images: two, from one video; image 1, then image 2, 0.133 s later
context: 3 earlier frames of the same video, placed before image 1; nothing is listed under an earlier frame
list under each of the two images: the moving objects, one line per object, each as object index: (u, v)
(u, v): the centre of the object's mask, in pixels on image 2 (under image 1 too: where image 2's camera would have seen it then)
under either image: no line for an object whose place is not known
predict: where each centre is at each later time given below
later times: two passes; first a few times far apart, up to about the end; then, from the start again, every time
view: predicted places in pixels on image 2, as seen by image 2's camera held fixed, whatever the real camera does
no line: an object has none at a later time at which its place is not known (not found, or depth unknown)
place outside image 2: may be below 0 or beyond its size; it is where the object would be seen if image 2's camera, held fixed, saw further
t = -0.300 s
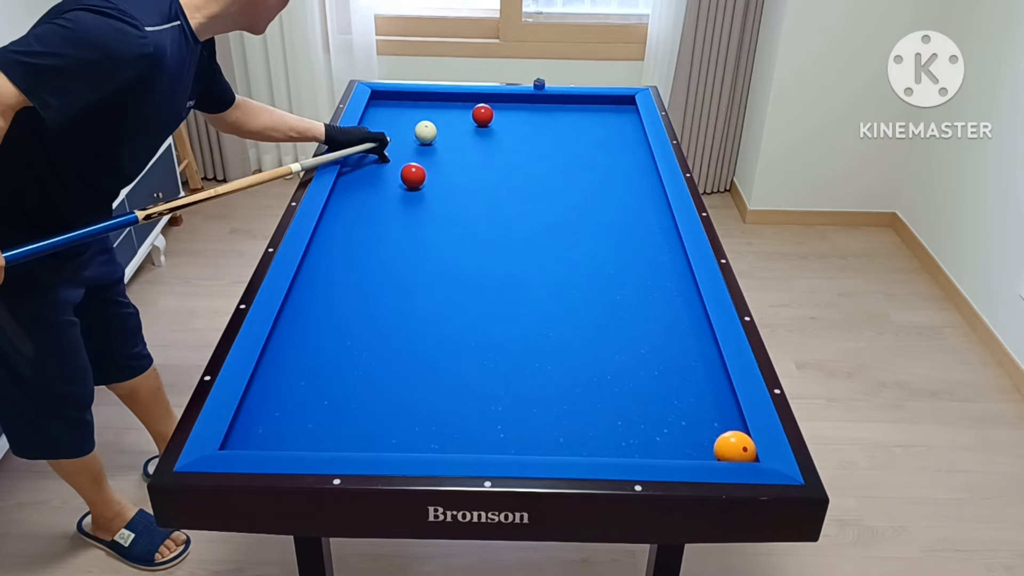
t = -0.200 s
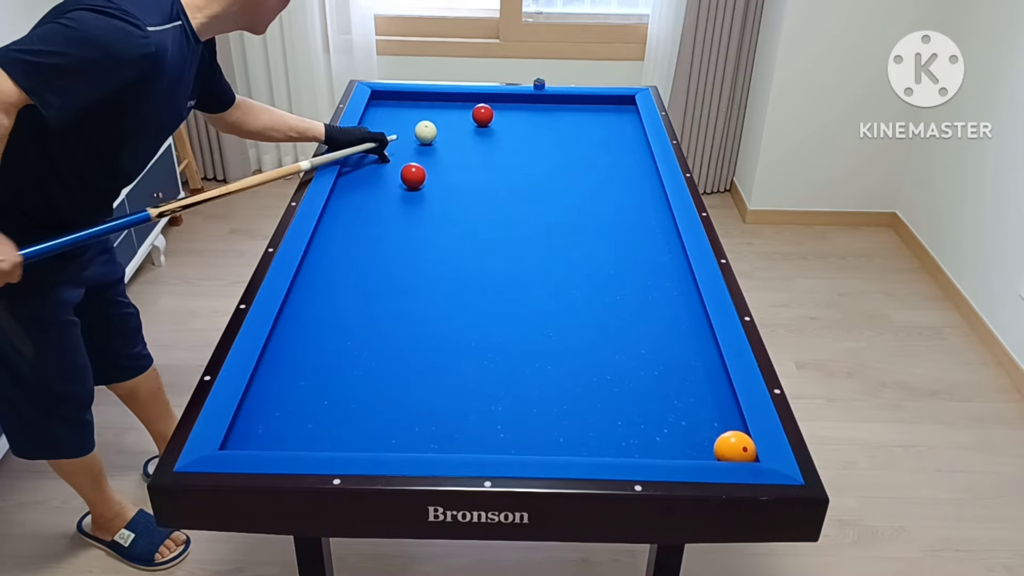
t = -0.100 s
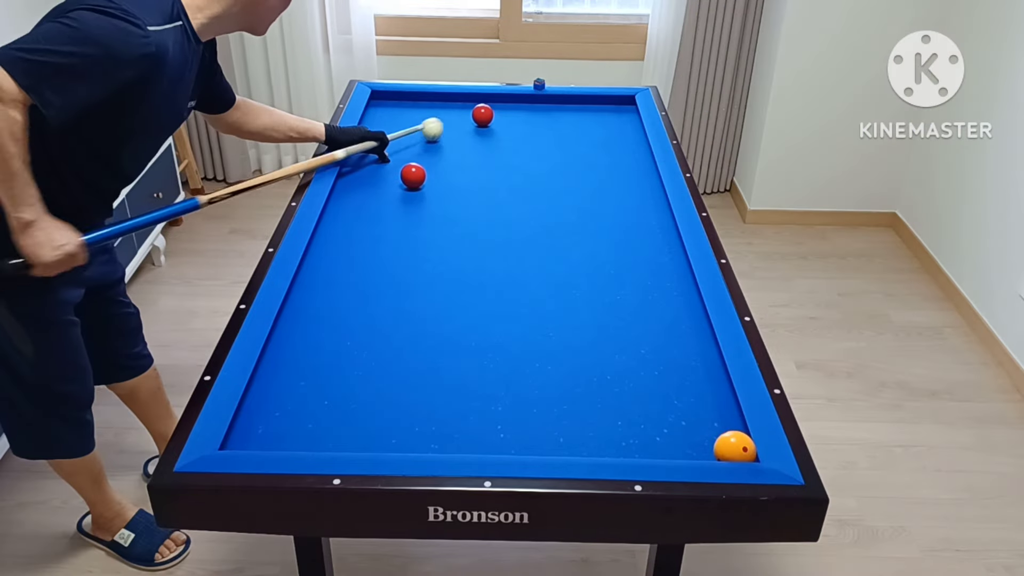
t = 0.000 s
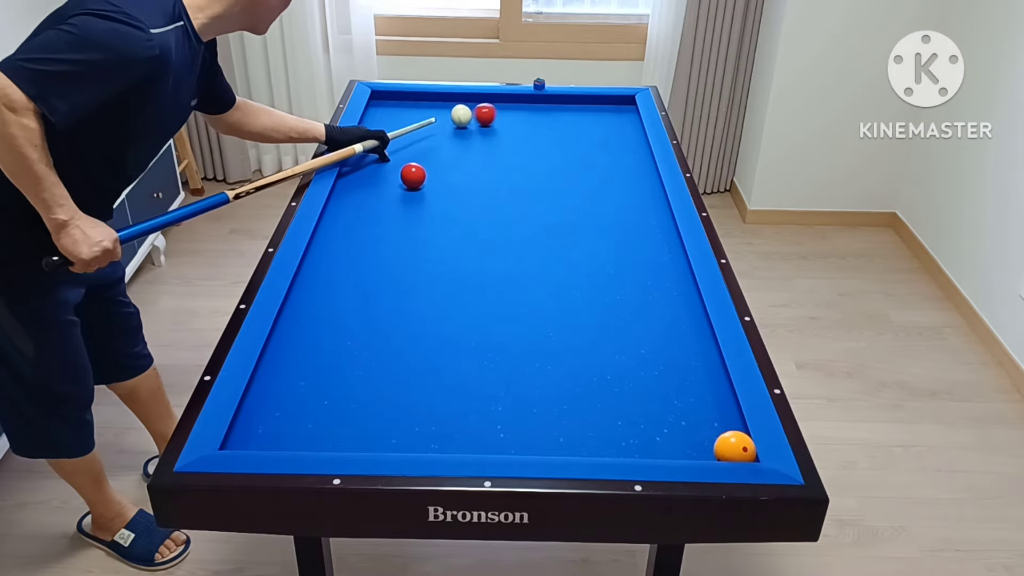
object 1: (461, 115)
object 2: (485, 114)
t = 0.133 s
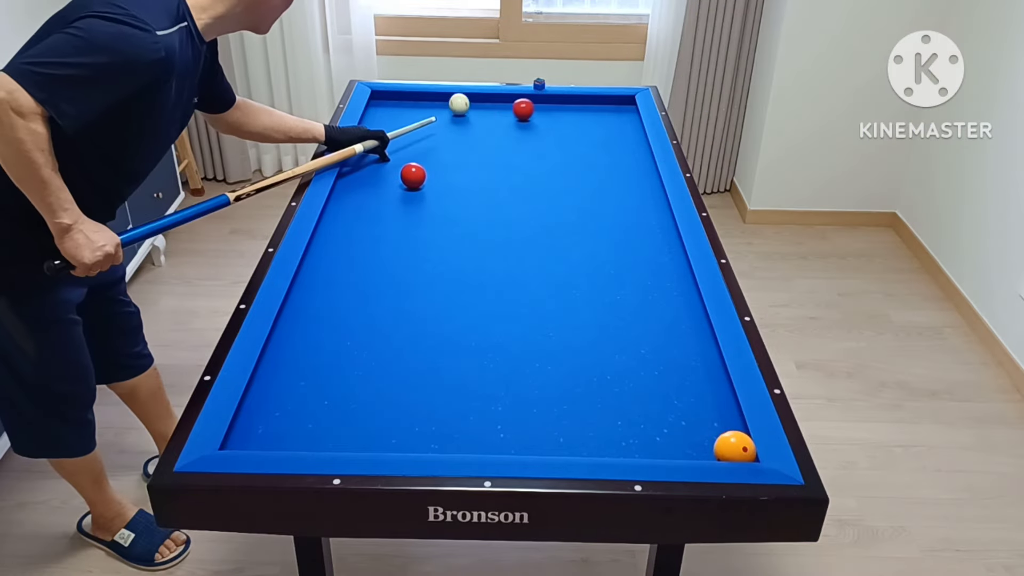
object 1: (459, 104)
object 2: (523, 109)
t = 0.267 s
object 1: (457, 100)
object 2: (551, 105)
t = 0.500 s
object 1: (447, 112)
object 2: (597, 101)
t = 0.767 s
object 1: (435, 126)
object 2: (619, 106)
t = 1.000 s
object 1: (423, 138)
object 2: (598, 109)
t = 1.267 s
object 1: (409, 152)
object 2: (576, 112)
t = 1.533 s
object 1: (393, 168)
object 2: (554, 116)
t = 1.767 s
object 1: (377, 181)
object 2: (536, 119)
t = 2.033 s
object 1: (357, 195)
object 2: (517, 122)
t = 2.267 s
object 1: (339, 207)
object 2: (500, 125)
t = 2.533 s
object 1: (339, 220)
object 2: (483, 127)
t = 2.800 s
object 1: (342, 231)
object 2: (466, 130)
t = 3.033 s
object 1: (344, 240)
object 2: (452, 132)
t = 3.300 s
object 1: (348, 249)
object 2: (436, 134)
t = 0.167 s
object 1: (459, 101)
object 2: (530, 108)
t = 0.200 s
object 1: (460, 98)
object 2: (537, 107)
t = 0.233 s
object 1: (459, 98)
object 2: (544, 106)
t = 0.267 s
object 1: (457, 100)
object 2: (551, 105)
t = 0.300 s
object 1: (456, 102)
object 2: (558, 105)
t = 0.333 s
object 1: (455, 103)
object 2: (565, 104)
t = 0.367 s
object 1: (453, 105)
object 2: (572, 103)
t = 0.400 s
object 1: (452, 107)
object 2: (578, 102)
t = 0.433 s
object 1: (450, 108)
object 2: (585, 101)
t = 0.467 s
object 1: (449, 110)
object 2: (591, 100)
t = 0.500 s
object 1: (447, 112)
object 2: (597, 101)
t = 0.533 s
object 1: (446, 114)
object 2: (602, 102)
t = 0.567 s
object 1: (444, 115)
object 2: (608, 102)
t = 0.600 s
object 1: (443, 117)
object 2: (613, 103)
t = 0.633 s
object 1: (441, 119)
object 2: (618, 104)
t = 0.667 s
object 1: (440, 120)
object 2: (624, 104)
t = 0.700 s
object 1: (438, 122)
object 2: (625, 105)
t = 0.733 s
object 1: (437, 124)
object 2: (622, 105)
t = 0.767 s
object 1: (435, 126)
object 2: (619, 106)
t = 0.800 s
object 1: (433, 127)
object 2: (616, 106)
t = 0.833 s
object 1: (432, 129)
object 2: (613, 107)
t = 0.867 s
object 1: (430, 131)
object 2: (610, 107)
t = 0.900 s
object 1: (428, 133)
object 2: (607, 107)
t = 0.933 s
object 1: (427, 134)
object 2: (604, 108)
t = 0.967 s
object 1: (425, 136)
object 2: (601, 108)
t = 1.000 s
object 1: (423, 138)
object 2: (598, 109)
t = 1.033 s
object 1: (422, 140)
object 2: (595, 109)
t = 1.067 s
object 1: (420, 142)
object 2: (592, 110)
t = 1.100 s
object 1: (418, 143)
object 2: (590, 110)
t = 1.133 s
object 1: (416, 145)
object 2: (587, 110)
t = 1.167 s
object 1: (414, 147)
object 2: (584, 111)
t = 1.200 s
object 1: (413, 149)
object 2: (581, 111)
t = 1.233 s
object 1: (411, 150)
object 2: (578, 112)
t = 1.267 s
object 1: (409, 152)
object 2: (576, 112)
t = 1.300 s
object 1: (407, 153)
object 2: (573, 113)
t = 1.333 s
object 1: (405, 155)
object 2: (570, 113)
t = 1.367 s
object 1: (403, 157)
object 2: (567, 114)
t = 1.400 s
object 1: (400, 159)
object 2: (565, 114)
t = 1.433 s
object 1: (398, 161)
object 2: (562, 115)
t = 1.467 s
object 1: (396, 163)
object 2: (559, 115)
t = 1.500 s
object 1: (395, 165)
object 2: (557, 116)
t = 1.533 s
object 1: (393, 168)
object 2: (554, 116)
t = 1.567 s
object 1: (391, 170)
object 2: (551, 116)
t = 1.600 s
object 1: (389, 172)
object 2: (549, 117)
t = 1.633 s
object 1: (387, 174)
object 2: (546, 117)
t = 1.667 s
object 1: (385, 175)
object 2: (544, 117)
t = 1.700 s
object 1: (382, 177)
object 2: (541, 118)
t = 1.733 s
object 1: (380, 179)
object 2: (539, 118)
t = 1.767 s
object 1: (377, 181)
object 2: (536, 119)
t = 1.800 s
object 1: (375, 182)
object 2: (534, 119)
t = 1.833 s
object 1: (373, 184)
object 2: (531, 120)
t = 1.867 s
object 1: (370, 186)
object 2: (529, 120)
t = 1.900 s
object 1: (368, 188)
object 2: (526, 121)
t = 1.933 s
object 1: (365, 190)
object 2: (524, 121)
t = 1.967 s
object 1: (363, 192)
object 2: (522, 121)
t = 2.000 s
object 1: (360, 193)
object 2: (519, 122)
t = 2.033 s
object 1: (357, 195)
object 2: (517, 122)
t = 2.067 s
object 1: (355, 197)
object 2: (514, 123)
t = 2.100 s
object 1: (352, 199)
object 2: (512, 123)
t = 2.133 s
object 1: (350, 200)
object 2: (510, 123)
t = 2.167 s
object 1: (347, 202)
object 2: (507, 124)
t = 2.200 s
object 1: (345, 204)
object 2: (505, 124)
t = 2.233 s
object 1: (342, 206)
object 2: (503, 124)
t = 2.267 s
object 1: (339, 207)
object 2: (500, 125)
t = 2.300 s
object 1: (337, 210)
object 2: (498, 125)
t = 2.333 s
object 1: (336, 211)
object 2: (496, 126)
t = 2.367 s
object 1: (337, 213)
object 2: (494, 126)
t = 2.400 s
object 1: (337, 214)
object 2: (492, 126)
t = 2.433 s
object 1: (337, 215)
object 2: (489, 126)
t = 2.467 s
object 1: (338, 217)
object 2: (487, 127)
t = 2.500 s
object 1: (338, 218)
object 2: (485, 127)
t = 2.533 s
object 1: (339, 220)
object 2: (483, 127)
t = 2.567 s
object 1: (339, 221)
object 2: (481, 128)
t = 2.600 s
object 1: (339, 223)
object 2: (478, 128)
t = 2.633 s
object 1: (340, 224)
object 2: (476, 128)
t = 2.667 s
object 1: (340, 225)
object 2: (474, 129)
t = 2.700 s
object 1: (341, 227)
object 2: (472, 129)
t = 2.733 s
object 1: (341, 228)
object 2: (470, 129)
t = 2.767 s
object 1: (341, 229)
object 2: (468, 130)
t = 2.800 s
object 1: (342, 231)
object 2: (466, 130)
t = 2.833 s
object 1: (342, 232)
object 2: (464, 130)
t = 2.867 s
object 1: (343, 233)
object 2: (462, 130)
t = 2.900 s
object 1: (343, 235)
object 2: (460, 131)
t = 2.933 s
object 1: (343, 236)
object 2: (458, 131)
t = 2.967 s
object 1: (344, 237)
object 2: (456, 131)
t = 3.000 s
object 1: (344, 239)
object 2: (454, 132)
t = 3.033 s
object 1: (344, 240)
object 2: (452, 132)
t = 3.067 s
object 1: (345, 241)
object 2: (450, 132)
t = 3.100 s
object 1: (345, 242)
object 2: (448, 132)
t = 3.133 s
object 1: (346, 244)
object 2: (446, 132)
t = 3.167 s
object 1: (346, 245)
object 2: (444, 133)
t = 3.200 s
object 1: (346, 246)
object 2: (442, 133)
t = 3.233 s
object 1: (347, 247)
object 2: (440, 133)
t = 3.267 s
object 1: (347, 248)
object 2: (438, 133)
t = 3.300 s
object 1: (348, 249)
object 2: (436, 134)
